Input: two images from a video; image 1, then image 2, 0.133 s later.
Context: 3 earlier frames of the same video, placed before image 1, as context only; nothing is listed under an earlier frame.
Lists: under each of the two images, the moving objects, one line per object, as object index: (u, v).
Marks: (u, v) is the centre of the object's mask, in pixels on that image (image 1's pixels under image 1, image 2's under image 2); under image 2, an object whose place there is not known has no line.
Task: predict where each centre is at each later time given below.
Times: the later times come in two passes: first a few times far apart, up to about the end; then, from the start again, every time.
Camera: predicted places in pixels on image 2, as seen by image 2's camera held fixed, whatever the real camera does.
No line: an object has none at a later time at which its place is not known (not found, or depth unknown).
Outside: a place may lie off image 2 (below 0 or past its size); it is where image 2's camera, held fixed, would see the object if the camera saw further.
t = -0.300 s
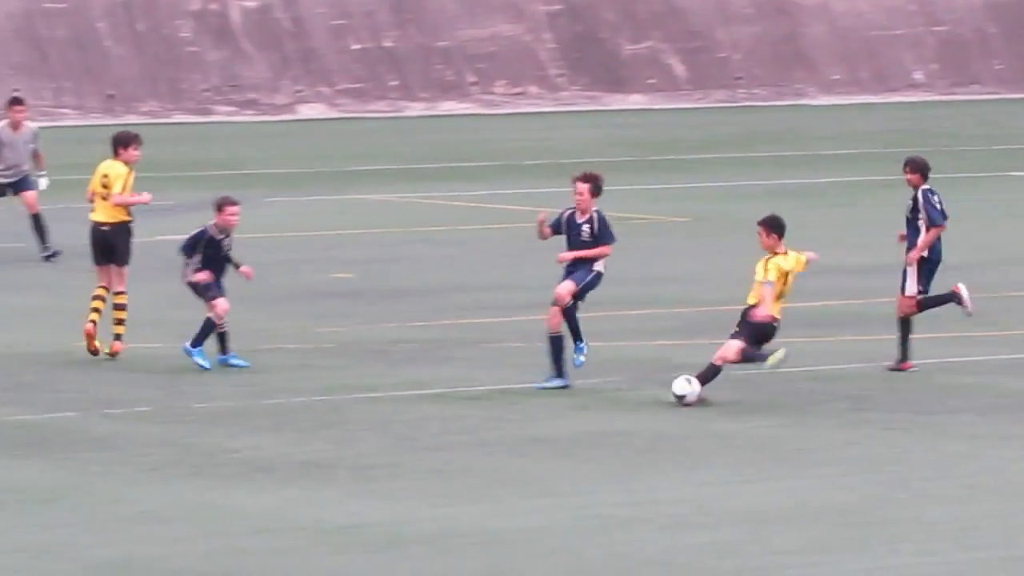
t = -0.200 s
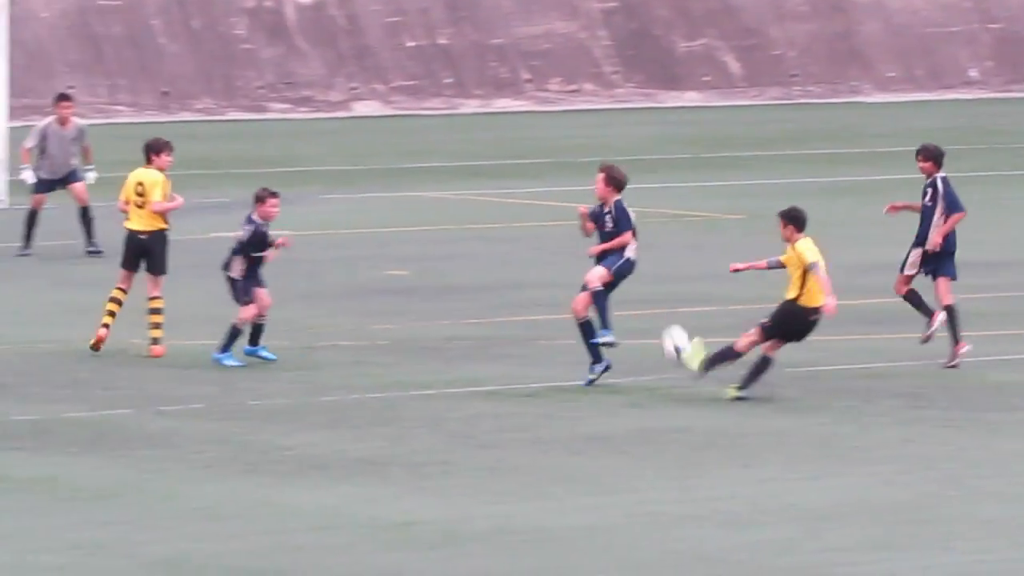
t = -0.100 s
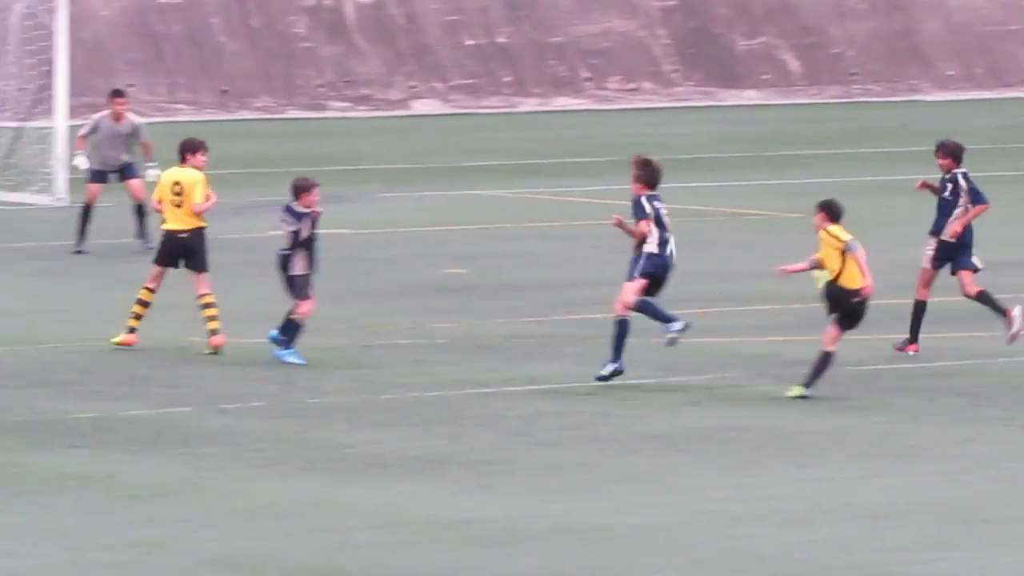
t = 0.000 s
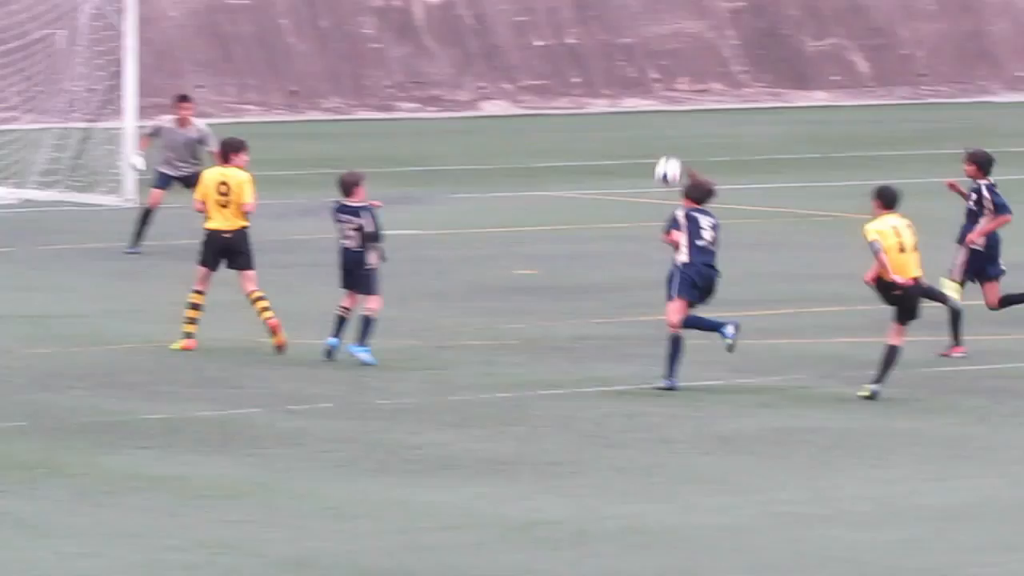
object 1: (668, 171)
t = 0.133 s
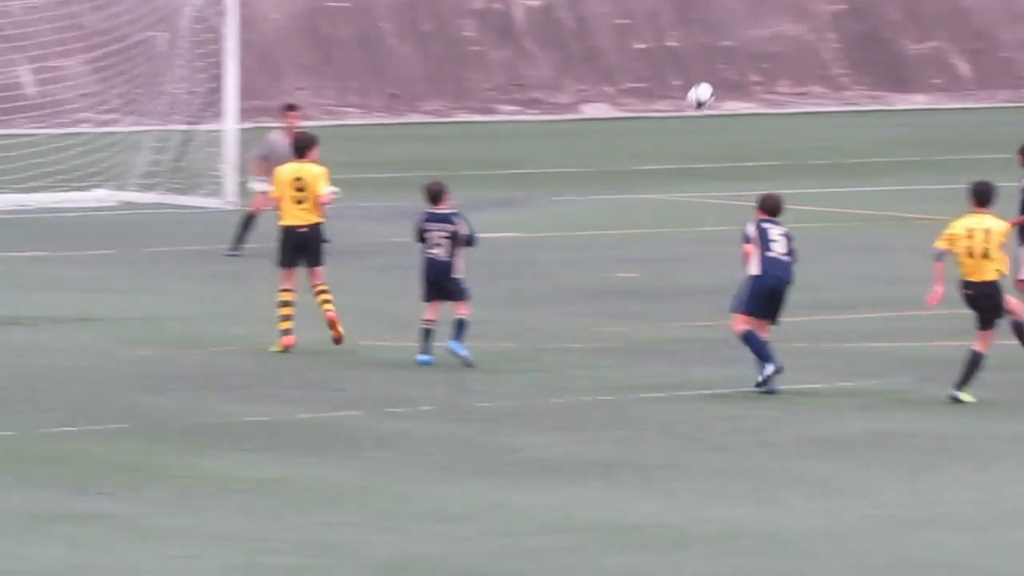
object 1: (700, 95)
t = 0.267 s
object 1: (647, 43)
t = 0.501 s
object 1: (582, 14)
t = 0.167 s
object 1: (685, 80)
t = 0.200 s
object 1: (672, 66)
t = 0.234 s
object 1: (659, 53)
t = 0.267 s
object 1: (647, 43)
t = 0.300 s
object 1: (635, 34)
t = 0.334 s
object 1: (625, 28)
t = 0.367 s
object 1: (615, 23)
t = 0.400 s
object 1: (606, 19)
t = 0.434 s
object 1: (597, 16)
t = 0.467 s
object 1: (589, 15)
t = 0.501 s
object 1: (582, 14)
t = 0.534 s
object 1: (577, 17)
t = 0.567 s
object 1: (570, 19)
